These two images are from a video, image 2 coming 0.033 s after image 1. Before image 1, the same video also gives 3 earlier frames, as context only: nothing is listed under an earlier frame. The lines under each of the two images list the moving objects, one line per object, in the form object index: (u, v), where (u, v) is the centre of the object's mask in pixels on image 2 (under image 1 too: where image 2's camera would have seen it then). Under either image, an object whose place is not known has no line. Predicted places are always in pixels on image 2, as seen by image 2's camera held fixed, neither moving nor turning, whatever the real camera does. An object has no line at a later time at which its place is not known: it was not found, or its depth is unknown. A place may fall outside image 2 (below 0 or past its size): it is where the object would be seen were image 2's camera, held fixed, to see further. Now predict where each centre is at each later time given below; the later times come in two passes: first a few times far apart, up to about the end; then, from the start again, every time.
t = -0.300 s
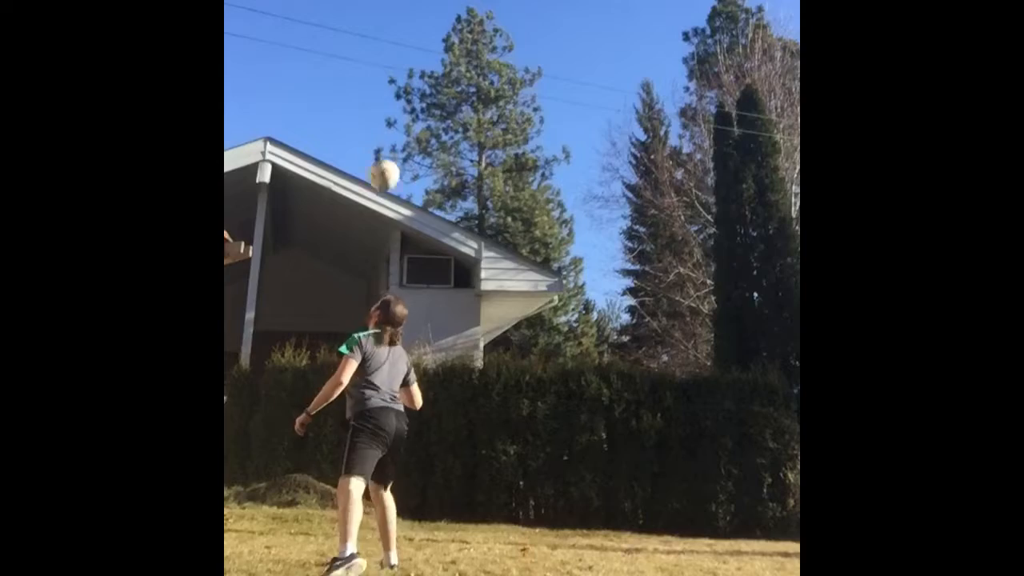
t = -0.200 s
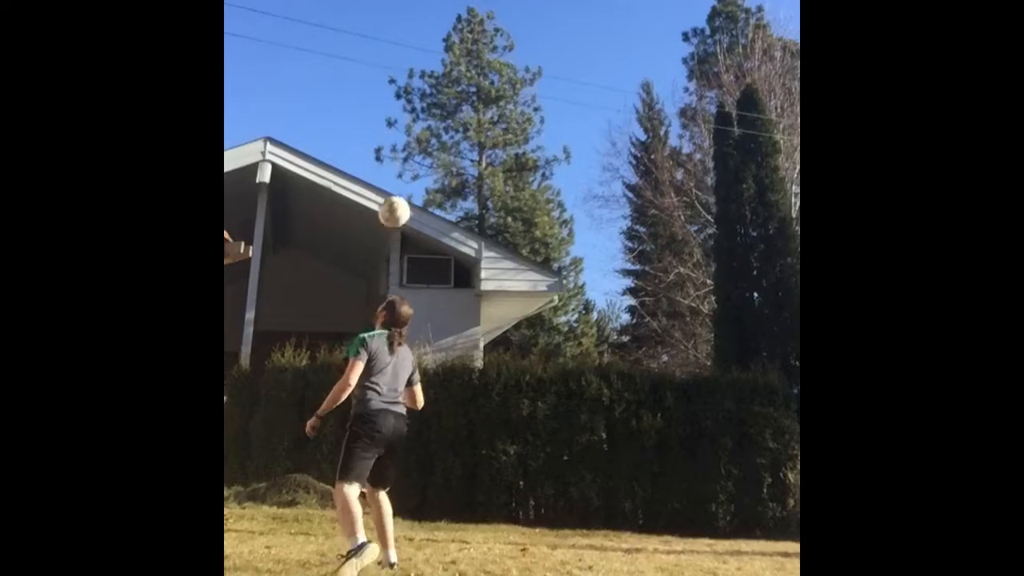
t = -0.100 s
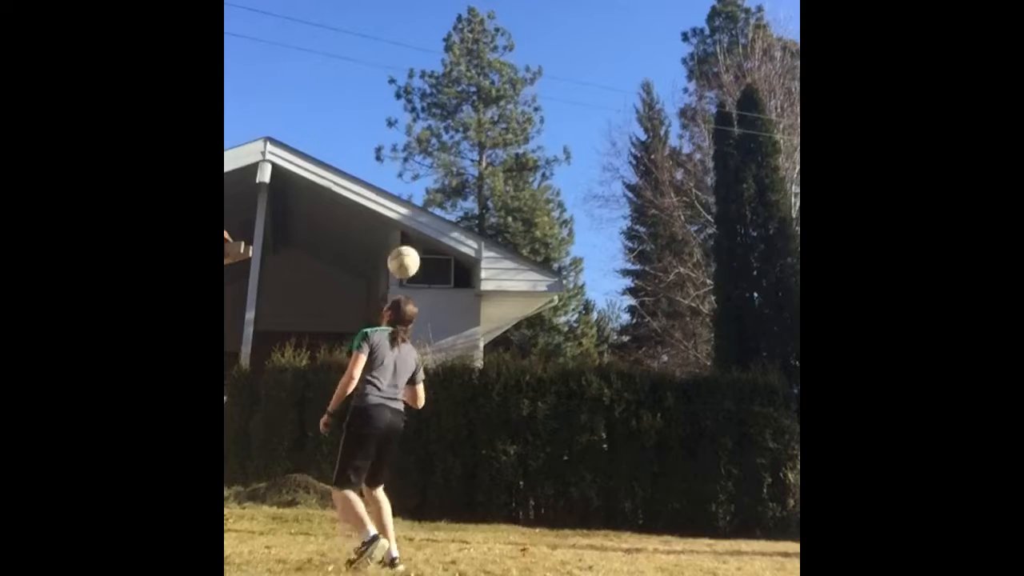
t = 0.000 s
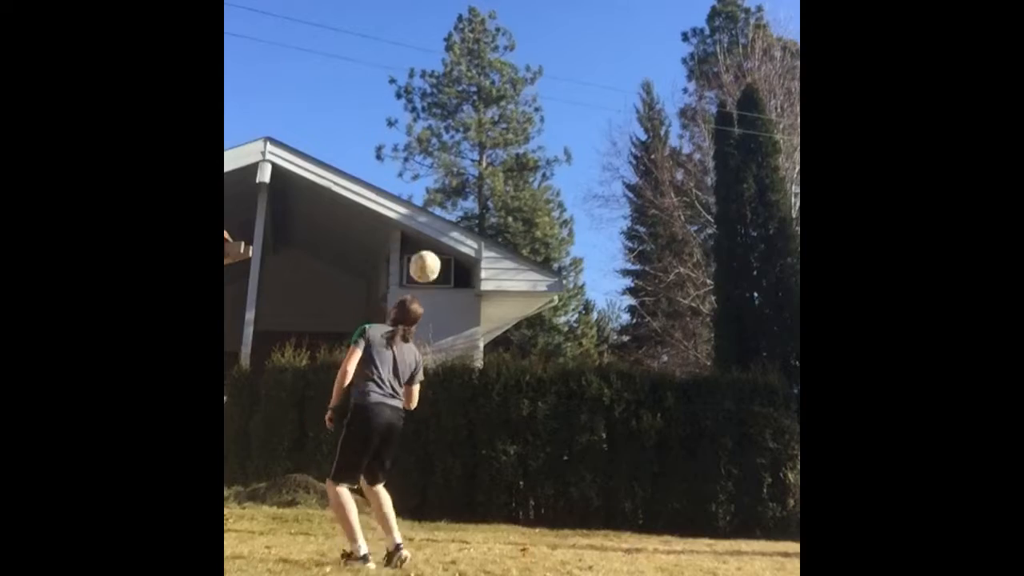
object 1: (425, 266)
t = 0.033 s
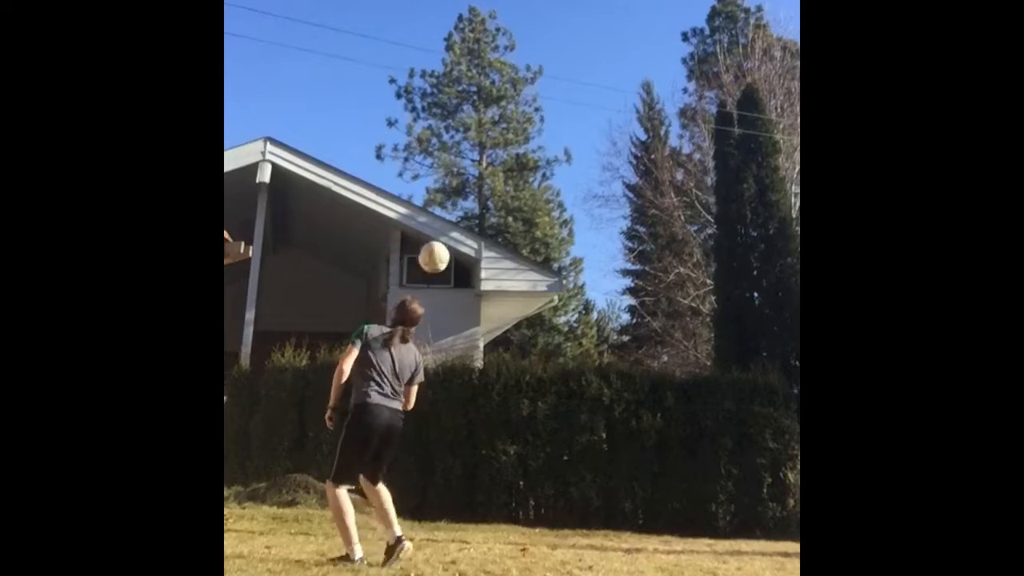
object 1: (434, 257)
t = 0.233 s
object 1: (483, 236)
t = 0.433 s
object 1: (525, 264)
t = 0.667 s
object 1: (571, 353)
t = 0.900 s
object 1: (616, 503)
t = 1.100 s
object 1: (641, 505)
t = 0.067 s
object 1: (443, 250)
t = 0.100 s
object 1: (451, 244)
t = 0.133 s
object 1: (460, 239)
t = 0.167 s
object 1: (468, 237)
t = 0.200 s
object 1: (476, 235)
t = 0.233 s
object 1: (483, 236)
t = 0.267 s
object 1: (490, 238)
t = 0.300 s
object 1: (498, 240)
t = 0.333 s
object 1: (505, 244)
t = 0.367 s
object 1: (512, 250)
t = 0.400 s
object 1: (519, 256)
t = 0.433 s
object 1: (525, 264)
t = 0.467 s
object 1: (533, 273)
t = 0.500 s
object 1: (539, 283)
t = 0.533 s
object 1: (547, 295)
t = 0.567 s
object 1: (553, 309)
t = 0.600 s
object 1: (558, 322)
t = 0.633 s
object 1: (565, 336)
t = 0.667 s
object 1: (571, 353)
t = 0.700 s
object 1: (577, 371)
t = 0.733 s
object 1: (584, 390)
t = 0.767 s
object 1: (590, 410)
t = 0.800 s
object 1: (597, 431)
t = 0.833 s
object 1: (603, 454)
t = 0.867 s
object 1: (610, 478)
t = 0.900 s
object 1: (616, 503)
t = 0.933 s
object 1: (623, 529)
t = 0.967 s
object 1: (628, 547)
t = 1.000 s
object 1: (632, 538)
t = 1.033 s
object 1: (634, 524)
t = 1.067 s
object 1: (638, 515)
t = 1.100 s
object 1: (641, 505)
